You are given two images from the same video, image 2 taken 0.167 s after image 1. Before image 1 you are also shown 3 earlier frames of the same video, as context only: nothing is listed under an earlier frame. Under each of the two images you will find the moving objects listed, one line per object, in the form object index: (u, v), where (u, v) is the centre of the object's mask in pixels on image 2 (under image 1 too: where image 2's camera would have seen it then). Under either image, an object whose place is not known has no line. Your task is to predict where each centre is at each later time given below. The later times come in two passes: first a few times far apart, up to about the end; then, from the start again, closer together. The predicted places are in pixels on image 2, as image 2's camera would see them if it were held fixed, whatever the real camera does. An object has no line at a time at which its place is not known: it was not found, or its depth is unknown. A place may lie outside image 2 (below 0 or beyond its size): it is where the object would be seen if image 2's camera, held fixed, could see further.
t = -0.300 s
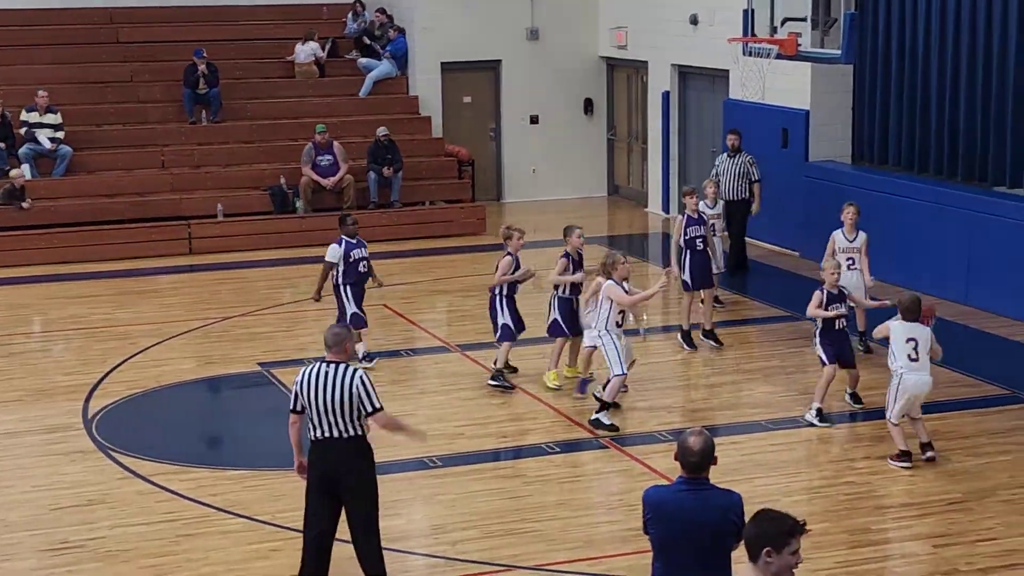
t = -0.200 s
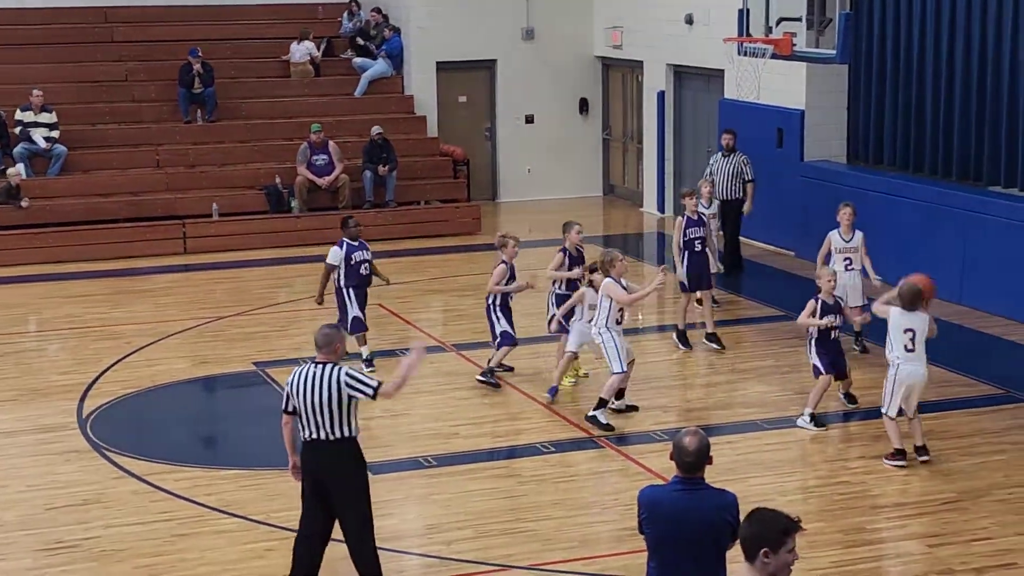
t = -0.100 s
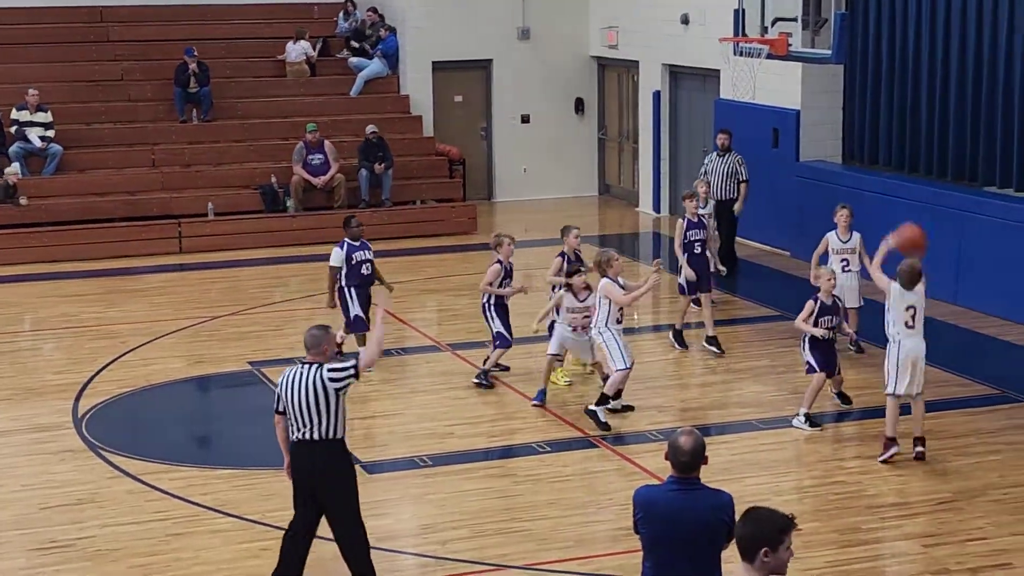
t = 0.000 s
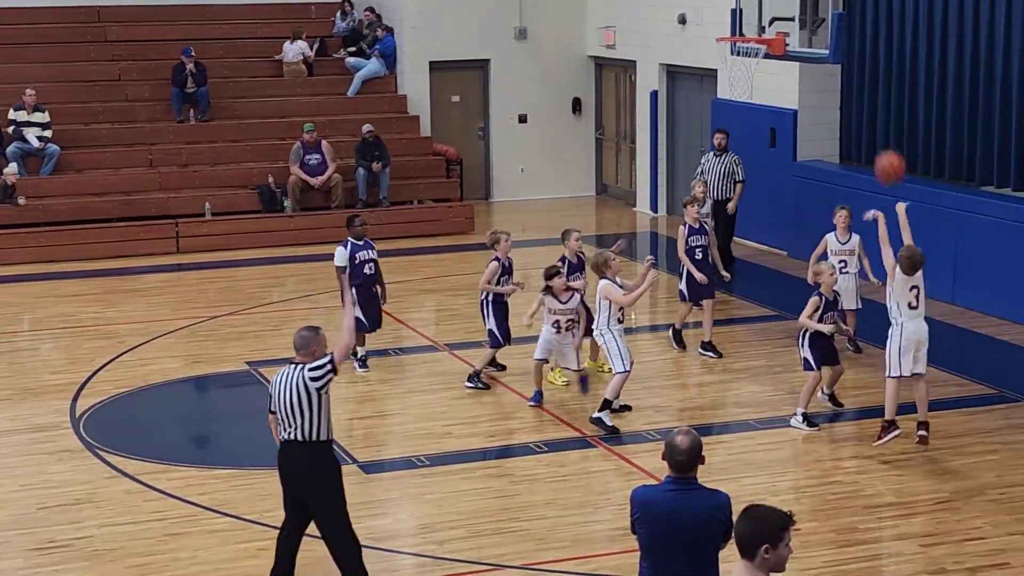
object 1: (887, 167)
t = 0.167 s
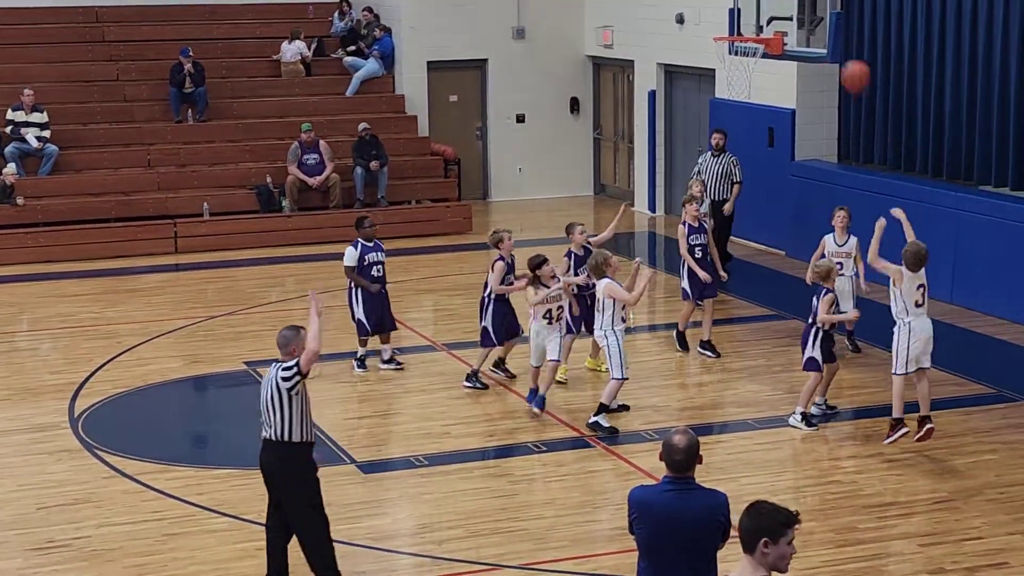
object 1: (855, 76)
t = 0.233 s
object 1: (842, 51)
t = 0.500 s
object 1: (794, 10)
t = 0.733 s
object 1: (765, 16)
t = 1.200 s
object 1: (773, 11)
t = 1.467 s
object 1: (758, 115)
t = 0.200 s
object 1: (849, 63)
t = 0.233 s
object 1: (842, 51)
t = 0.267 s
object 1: (836, 41)
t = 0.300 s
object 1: (830, 32)
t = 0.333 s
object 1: (823, 23)
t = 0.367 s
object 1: (817, 19)
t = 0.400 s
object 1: (811, 15)
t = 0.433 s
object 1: (806, 12)
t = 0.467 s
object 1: (799, 10)
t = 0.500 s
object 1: (794, 10)
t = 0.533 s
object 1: (788, 11)
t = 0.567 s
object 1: (782, 12)
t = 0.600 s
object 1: (777, 15)
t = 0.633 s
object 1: (770, 19)
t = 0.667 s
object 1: (765, 24)
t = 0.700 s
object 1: (762, 26)
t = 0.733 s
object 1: (765, 16)
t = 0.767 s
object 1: (768, 10)
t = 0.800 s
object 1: (772, 6)
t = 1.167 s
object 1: (774, 8)
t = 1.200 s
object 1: (773, 11)
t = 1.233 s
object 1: (771, 18)
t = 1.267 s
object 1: (770, 29)
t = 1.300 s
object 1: (768, 40)
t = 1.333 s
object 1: (766, 52)
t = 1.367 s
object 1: (764, 66)
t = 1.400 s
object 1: (762, 81)
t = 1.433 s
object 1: (760, 97)
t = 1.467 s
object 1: (758, 115)
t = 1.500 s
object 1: (757, 132)
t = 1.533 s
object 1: (754, 152)
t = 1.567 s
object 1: (754, 172)
